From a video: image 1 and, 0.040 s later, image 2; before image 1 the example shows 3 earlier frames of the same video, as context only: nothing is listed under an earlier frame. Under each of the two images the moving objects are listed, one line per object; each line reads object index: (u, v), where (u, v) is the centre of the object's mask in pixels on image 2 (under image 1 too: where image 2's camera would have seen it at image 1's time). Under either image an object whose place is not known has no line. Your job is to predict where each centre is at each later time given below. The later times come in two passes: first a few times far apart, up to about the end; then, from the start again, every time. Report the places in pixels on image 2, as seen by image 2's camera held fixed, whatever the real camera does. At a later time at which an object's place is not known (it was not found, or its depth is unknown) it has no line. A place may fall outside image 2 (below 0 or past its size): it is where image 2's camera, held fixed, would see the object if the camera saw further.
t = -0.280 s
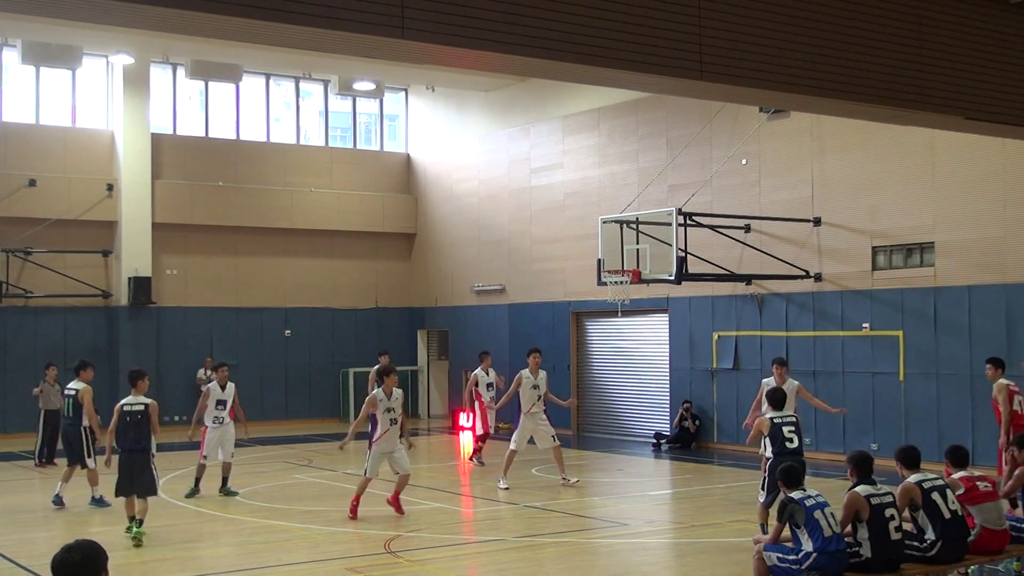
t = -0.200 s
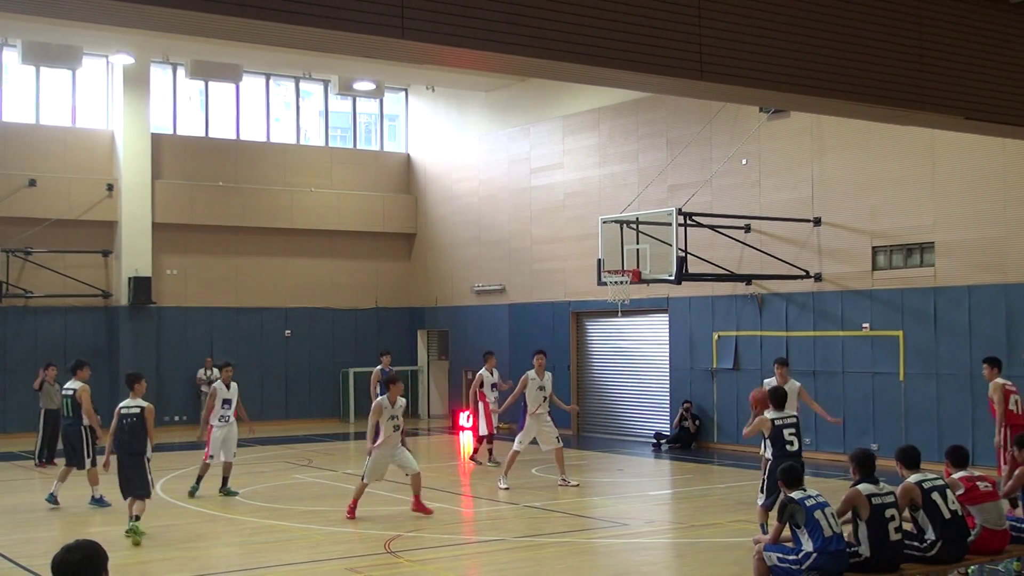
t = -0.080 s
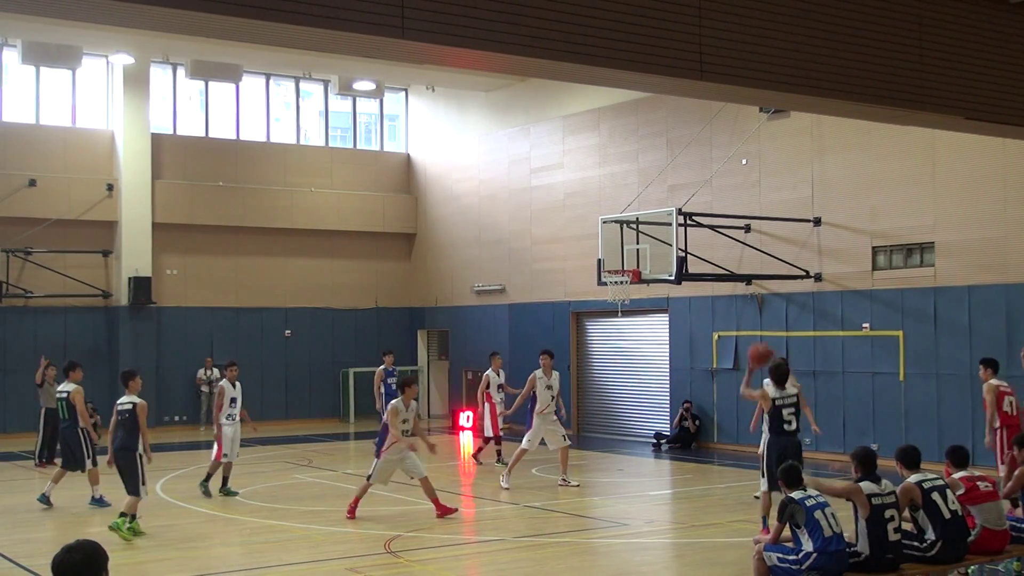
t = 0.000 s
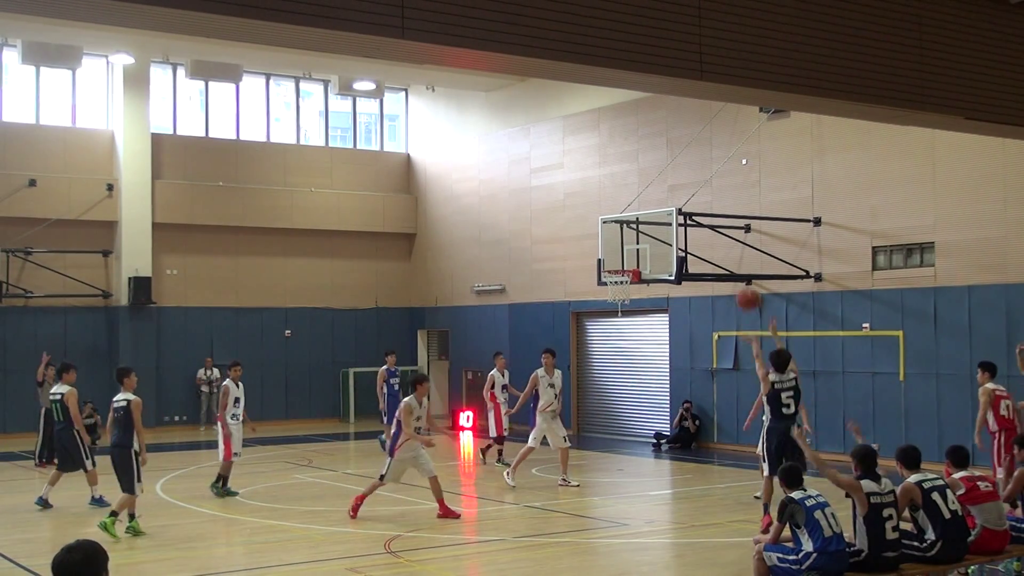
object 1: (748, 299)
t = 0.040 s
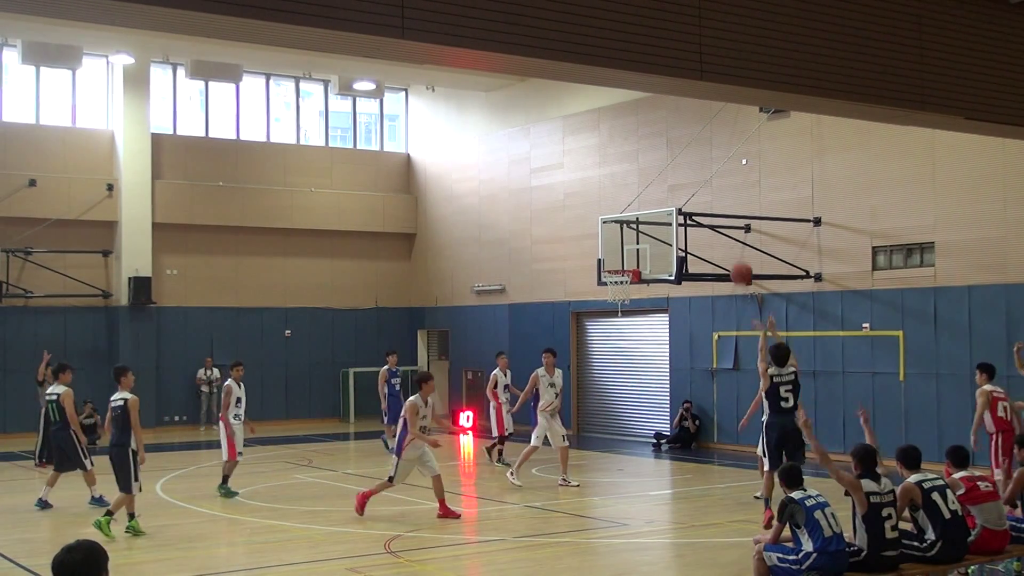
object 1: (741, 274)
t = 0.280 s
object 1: (710, 164)
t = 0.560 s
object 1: (681, 114)
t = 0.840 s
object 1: (656, 127)
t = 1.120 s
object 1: (637, 188)
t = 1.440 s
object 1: (616, 292)
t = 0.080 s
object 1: (735, 250)
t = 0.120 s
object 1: (730, 229)
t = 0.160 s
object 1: (725, 210)
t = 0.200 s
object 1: (720, 193)
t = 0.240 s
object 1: (715, 178)
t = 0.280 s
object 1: (710, 164)
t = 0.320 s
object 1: (706, 153)
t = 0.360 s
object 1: (701, 143)
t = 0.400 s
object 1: (697, 134)
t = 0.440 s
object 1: (692, 127)
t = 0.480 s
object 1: (688, 121)
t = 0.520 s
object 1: (684, 117)
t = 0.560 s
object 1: (681, 114)
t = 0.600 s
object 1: (677, 112)
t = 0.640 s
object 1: (673, 112)
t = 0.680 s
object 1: (669, 112)
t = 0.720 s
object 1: (666, 114)
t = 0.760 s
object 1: (663, 117)
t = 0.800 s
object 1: (660, 121)
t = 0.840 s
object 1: (656, 127)
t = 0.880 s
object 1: (653, 133)
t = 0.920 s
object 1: (650, 140)
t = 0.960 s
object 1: (648, 148)
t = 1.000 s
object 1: (645, 156)
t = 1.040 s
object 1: (642, 166)
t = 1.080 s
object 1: (640, 177)
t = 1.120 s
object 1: (637, 188)
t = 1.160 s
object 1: (635, 200)
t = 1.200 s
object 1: (632, 213)
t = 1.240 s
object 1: (630, 227)
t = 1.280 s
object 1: (628, 241)
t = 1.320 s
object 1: (625, 256)
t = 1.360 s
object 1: (624, 268)
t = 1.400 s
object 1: (621, 283)
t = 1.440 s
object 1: (616, 292)
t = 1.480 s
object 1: (613, 294)
